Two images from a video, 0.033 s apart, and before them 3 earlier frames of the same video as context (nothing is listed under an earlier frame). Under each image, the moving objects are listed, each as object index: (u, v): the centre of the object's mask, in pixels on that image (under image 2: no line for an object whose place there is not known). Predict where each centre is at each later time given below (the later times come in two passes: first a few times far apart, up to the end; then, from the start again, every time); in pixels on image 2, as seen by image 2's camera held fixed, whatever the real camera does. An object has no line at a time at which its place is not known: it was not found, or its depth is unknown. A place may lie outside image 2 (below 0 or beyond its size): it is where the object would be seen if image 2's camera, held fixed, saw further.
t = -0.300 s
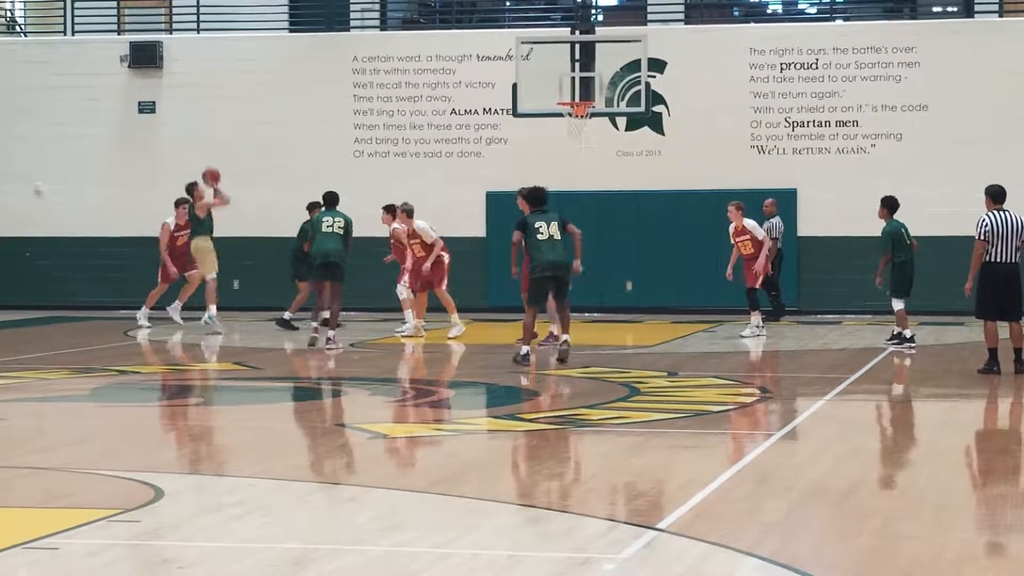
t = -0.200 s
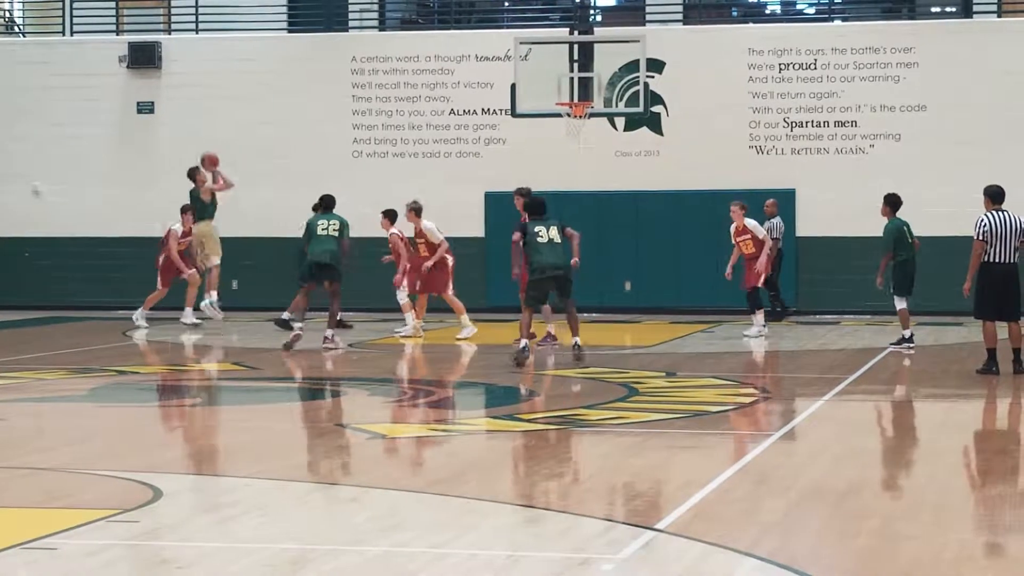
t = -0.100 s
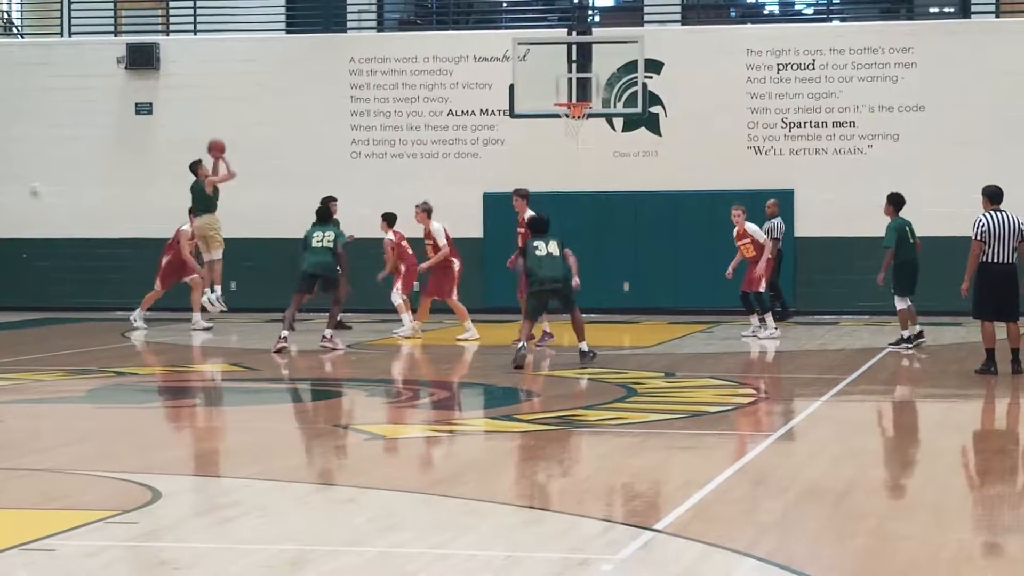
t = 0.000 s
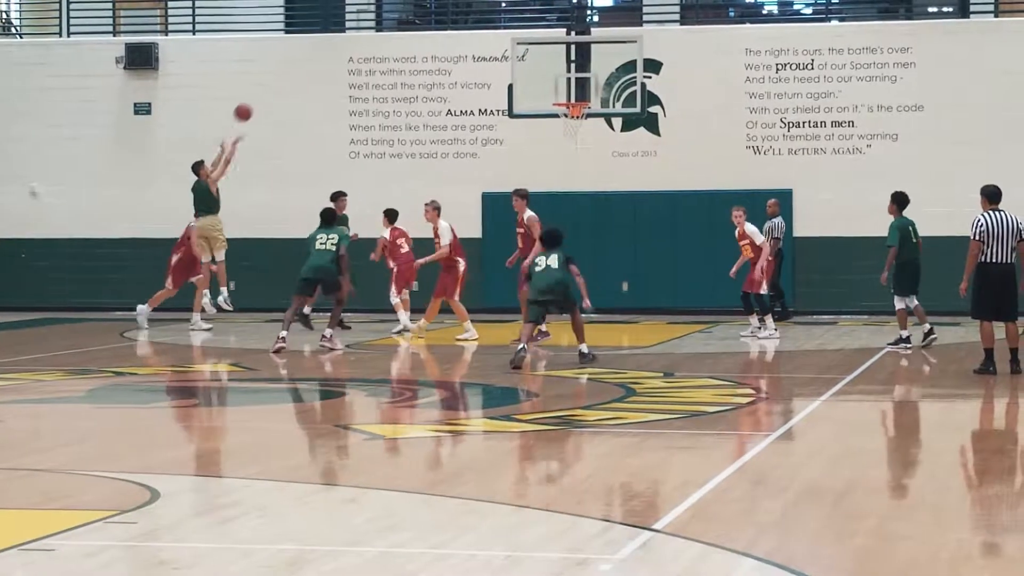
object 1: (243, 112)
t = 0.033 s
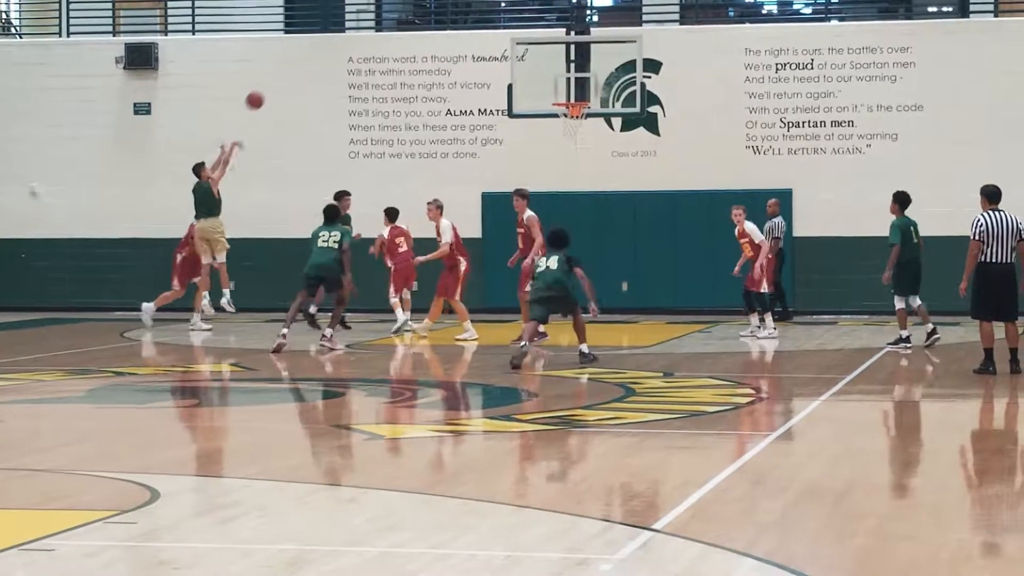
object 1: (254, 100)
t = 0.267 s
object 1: (338, 41)
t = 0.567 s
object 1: (441, 24)
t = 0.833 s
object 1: (529, 65)
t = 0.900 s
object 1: (549, 82)
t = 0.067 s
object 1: (266, 89)
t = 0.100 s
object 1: (279, 79)
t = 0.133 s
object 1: (290, 69)
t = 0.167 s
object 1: (303, 61)
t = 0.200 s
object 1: (315, 53)
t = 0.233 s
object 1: (326, 46)
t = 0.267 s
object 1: (338, 41)
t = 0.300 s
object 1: (349, 36)
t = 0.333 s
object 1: (361, 32)
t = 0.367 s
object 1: (373, 28)
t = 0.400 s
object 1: (383, 26)
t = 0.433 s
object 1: (396, 24)
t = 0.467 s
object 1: (407, 23)
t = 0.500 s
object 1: (418, 22)
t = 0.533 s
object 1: (431, 23)
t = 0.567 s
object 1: (441, 24)
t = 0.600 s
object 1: (451, 26)
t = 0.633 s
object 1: (463, 30)
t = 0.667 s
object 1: (474, 34)
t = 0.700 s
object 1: (485, 39)
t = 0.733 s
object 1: (496, 45)
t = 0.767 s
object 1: (507, 50)
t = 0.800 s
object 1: (517, 58)
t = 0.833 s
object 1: (529, 65)
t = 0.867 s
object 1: (538, 74)
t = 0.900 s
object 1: (549, 82)
